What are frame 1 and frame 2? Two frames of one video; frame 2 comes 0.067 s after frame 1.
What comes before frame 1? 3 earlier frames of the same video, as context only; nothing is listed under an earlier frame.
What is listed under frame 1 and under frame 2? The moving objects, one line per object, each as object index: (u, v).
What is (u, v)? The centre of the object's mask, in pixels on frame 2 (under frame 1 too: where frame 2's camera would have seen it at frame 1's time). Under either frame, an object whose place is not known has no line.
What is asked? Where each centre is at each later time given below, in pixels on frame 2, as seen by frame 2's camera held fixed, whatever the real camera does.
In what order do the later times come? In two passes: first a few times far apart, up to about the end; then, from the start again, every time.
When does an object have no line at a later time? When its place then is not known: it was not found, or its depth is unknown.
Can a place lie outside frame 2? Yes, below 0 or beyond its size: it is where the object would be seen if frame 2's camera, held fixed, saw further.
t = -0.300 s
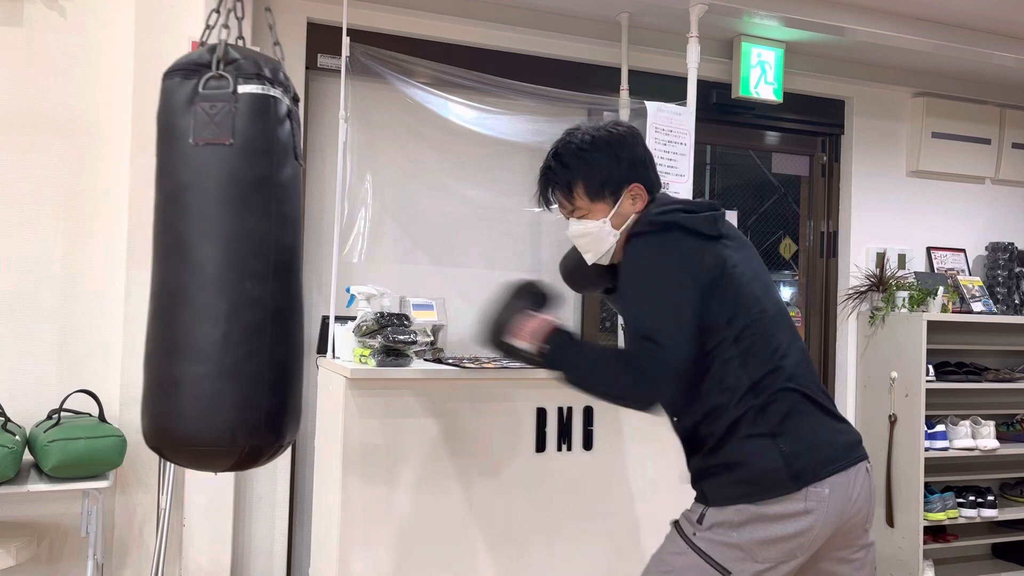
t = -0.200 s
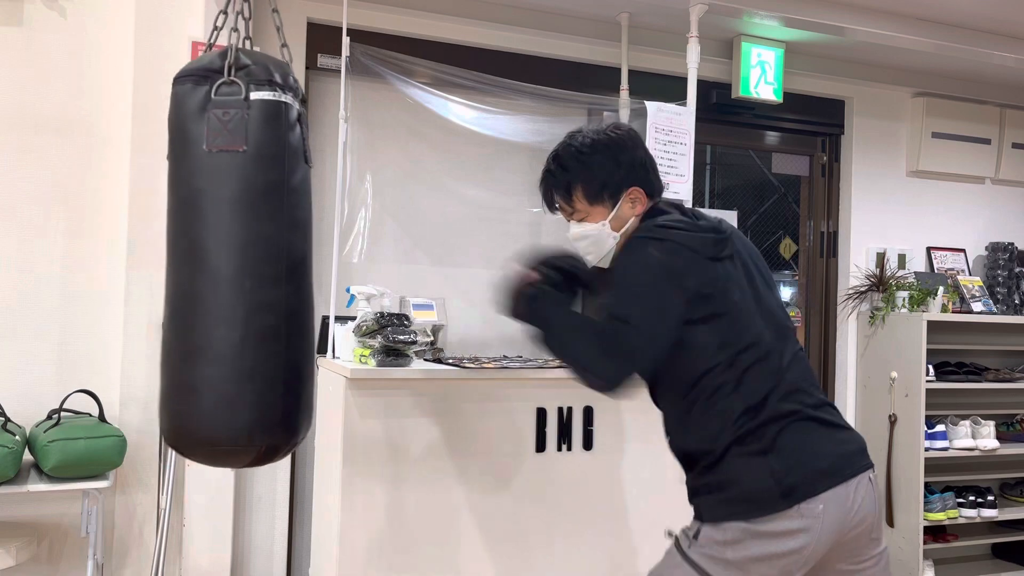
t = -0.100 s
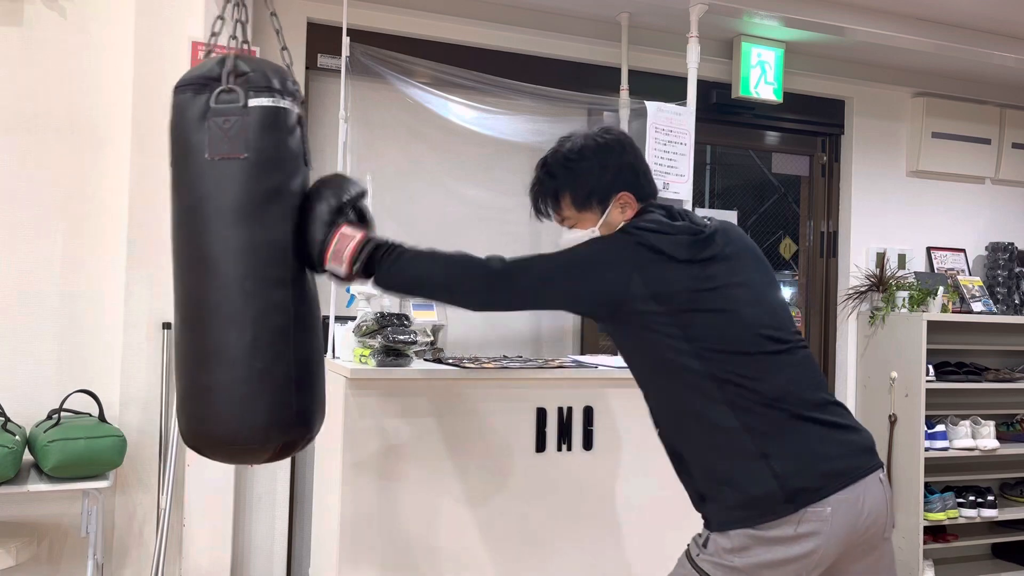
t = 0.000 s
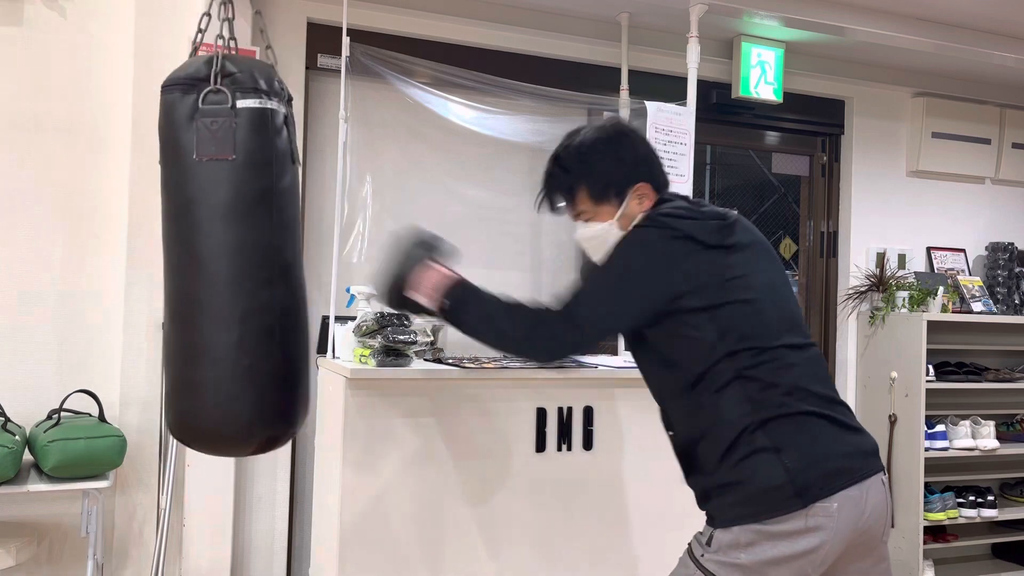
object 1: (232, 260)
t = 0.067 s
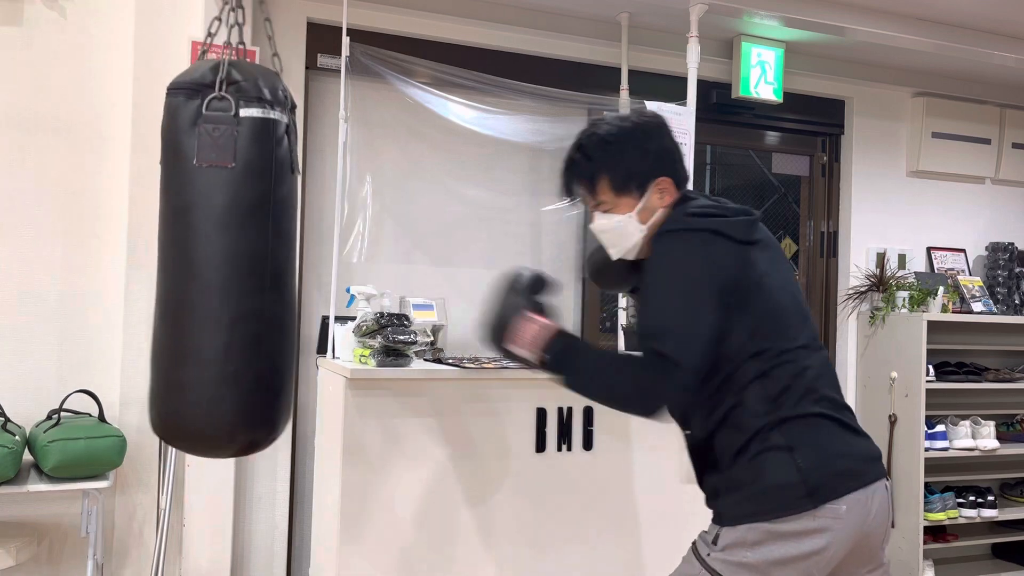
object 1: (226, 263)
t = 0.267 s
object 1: (204, 259)
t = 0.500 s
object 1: (193, 257)
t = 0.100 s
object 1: (223, 263)
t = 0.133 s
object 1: (219, 261)
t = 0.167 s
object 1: (215, 257)
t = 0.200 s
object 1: (212, 256)
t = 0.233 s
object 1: (207, 257)
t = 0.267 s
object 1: (204, 259)
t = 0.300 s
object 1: (202, 258)
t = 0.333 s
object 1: (200, 256)
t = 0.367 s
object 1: (198, 254)
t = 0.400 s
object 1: (197, 255)
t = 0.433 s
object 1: (196, 256)
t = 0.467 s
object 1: (194, 258)
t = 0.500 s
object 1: (193, 257)
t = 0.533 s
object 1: (192, 256)
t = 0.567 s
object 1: (192, 256)
